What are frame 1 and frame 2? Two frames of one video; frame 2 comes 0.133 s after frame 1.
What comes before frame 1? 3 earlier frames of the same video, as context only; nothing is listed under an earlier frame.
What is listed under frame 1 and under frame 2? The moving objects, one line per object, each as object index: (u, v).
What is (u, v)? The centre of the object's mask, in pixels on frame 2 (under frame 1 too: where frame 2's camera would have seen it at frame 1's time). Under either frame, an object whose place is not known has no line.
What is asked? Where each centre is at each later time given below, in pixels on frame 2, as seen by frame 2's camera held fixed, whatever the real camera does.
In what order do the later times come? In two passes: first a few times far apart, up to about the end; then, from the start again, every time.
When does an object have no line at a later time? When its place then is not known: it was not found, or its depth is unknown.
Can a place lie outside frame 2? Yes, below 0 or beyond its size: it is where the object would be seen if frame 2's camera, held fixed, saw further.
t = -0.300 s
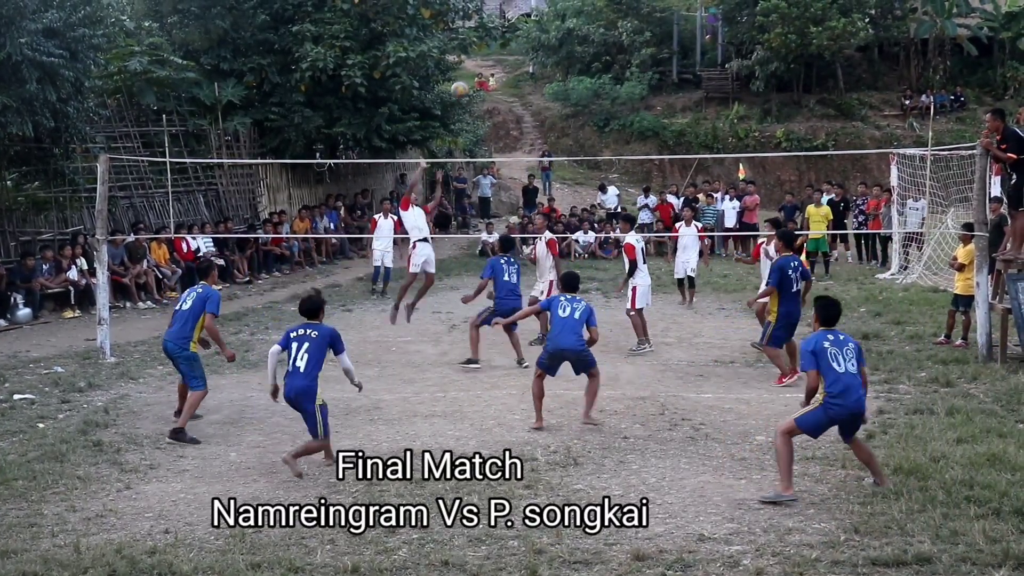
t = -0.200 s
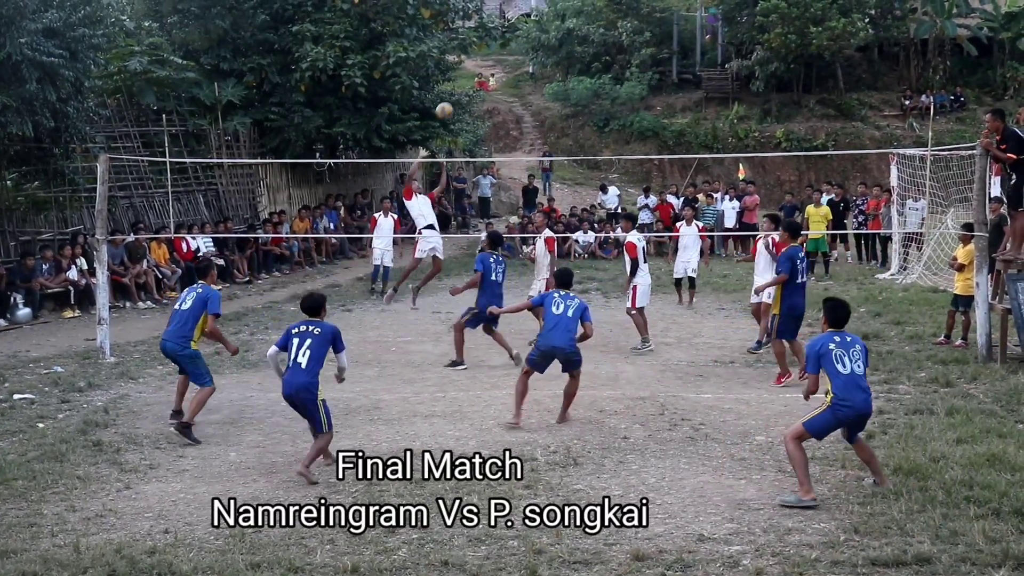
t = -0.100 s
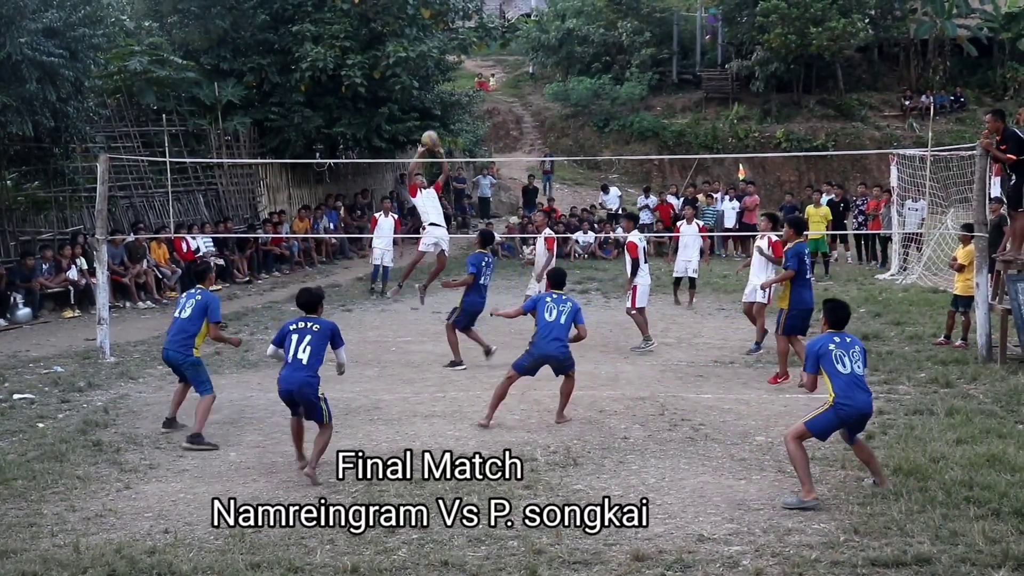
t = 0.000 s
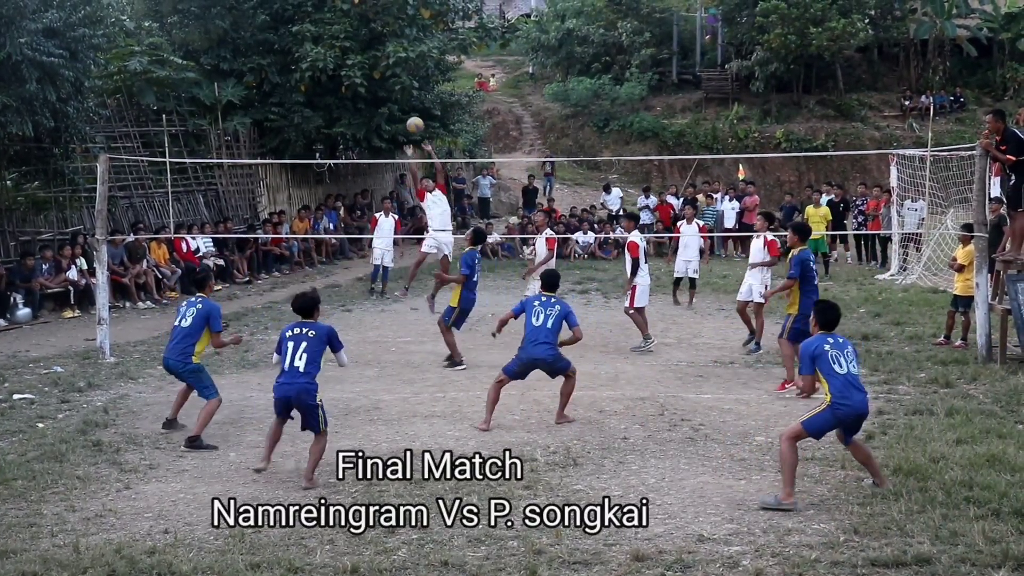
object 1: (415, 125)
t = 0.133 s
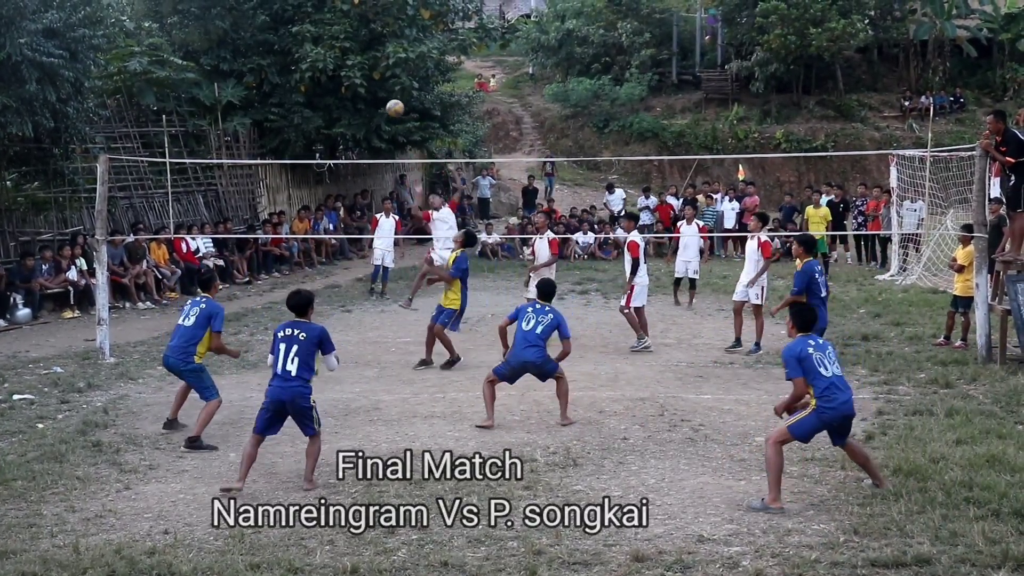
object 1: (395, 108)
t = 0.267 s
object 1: (375, 105)
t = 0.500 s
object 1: (338, 134)
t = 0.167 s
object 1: (390, 106)
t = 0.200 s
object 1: (385, 105)
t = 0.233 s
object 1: (379, 104)
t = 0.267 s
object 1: (375, 105)
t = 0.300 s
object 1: (369, 106)
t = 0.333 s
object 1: (364, 108)
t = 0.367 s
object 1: (359, 112)
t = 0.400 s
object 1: (354, 116)
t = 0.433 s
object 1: (348, 121)
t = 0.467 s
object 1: (343, 127)
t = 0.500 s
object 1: (338, 134)
